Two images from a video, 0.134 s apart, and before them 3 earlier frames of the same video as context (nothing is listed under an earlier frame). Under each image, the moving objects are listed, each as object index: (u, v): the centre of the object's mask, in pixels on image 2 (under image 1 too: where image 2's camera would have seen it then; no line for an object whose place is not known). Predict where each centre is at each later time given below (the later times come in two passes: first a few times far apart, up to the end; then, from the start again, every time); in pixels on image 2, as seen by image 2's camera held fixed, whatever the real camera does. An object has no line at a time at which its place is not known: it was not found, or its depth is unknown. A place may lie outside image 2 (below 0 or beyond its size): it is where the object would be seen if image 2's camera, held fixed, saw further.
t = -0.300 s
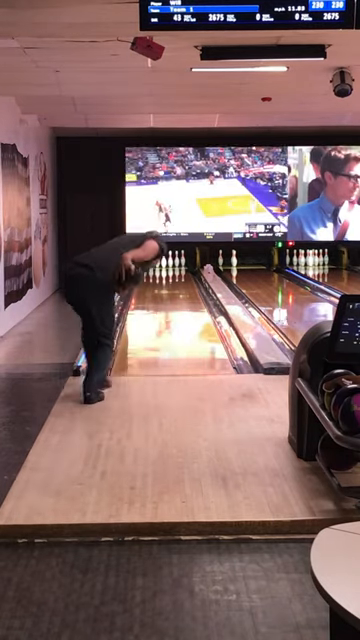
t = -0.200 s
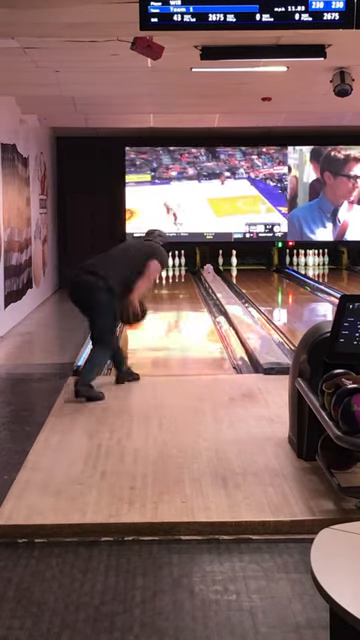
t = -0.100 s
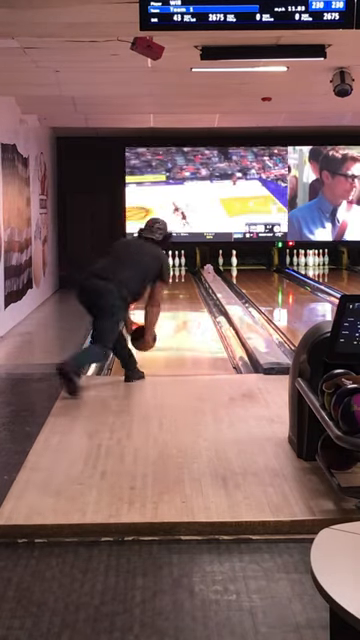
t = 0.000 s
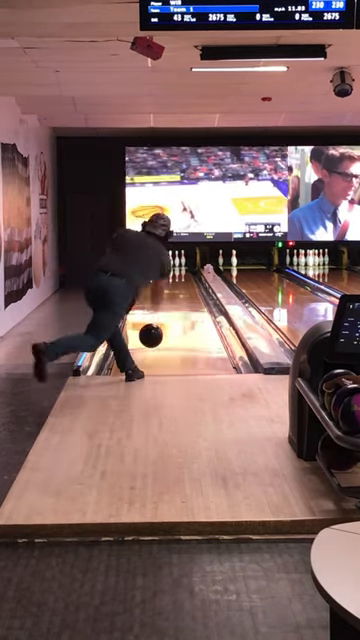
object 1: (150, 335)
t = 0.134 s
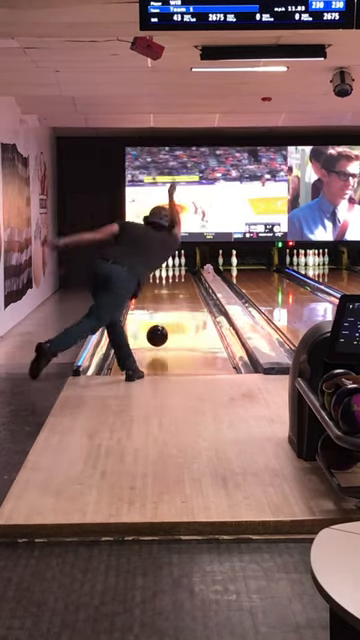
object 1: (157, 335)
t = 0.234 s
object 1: (161, 330)
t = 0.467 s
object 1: (168, 314)
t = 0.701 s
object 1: (173, 302)
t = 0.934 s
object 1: (176, 292)
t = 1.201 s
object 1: (179, 283)
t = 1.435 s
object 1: (180, 276)
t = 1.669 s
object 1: (179, 271)
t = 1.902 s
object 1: (175, 267)
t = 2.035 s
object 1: (171, 265)
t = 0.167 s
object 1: (158, 337)
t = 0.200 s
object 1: (160, 333)
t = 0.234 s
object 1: (161, 330)
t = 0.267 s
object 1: (162, 328)
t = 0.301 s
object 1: (163, 326)
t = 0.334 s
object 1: (164, 323)
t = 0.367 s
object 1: (165, 320)
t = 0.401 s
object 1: (166, 318)
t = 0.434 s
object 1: (167, 316)
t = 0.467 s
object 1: (168, 314)
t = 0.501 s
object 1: (169, 312)
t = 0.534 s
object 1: (170, 310)
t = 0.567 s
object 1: (170, 308)
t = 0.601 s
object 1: (171, 307)
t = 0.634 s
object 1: (172, 305)
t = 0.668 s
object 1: (172, 303)
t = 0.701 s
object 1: (173, 302)
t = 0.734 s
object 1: (173, 300)
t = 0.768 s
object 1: (174, 298)
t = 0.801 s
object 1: (174, 297)
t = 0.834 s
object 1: (175, 296)
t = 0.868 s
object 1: (176, 295)
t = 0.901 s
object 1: (176, 293)
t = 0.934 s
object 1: (176, 292)
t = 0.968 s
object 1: (177, 291)
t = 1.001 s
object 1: (177, 289)
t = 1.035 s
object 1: (177, 288)
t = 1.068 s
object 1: (178, 287)
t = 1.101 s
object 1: (178, 286)
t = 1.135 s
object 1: (178, 285)
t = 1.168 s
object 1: (179, 284)
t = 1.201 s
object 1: (179, 283)
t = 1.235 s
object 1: (179, 282)
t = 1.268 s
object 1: (179, 281)
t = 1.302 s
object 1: (179, 280)
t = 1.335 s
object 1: (179, 279)
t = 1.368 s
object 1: (180, 278)
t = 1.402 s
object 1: (180, 277)
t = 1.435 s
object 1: (180, 276)
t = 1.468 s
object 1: (179, 275)
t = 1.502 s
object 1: (180, 275)
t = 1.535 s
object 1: (179, 274)
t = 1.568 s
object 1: (179, 274)
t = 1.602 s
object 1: (180, 273)
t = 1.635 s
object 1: (179, 272)
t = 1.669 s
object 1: (179, 271)
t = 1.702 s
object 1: (178, 271)
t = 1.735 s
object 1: (178, 270)
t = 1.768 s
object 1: (177, 269)
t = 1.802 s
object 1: (177, 268)
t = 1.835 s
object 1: (177, 268)
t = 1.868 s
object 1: (176, 267)
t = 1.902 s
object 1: (175, 267)
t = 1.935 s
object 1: (174, 266)
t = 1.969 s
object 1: (173, 266)
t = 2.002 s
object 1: (172, 265)
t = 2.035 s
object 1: (171, 265)
